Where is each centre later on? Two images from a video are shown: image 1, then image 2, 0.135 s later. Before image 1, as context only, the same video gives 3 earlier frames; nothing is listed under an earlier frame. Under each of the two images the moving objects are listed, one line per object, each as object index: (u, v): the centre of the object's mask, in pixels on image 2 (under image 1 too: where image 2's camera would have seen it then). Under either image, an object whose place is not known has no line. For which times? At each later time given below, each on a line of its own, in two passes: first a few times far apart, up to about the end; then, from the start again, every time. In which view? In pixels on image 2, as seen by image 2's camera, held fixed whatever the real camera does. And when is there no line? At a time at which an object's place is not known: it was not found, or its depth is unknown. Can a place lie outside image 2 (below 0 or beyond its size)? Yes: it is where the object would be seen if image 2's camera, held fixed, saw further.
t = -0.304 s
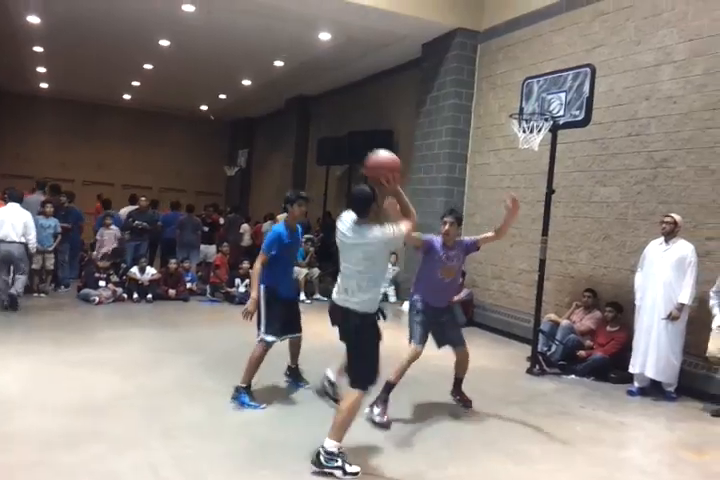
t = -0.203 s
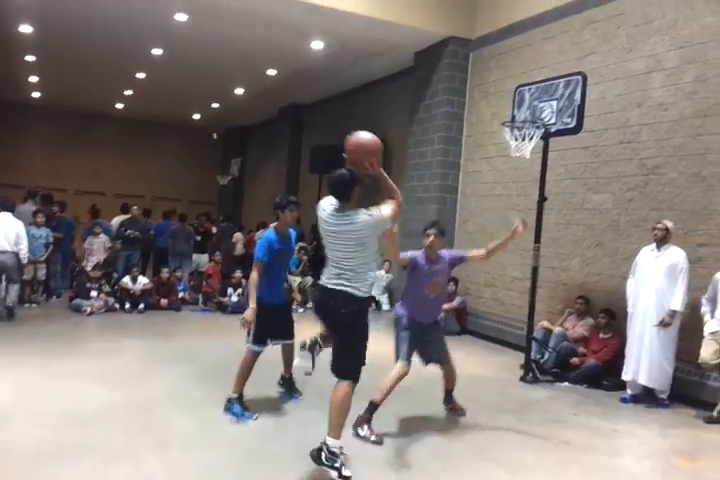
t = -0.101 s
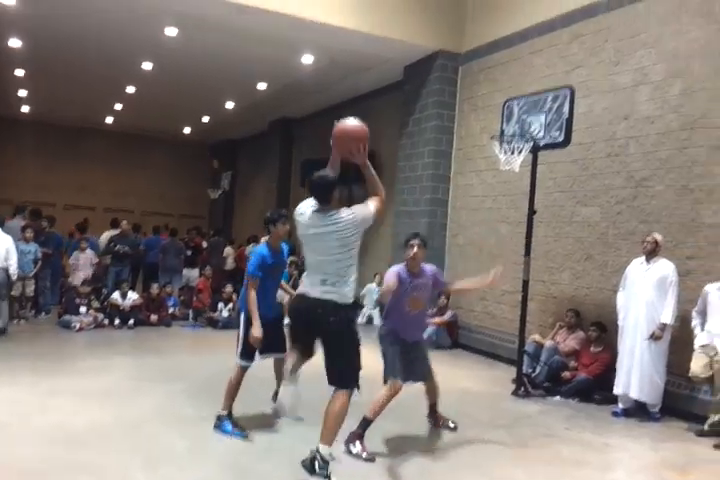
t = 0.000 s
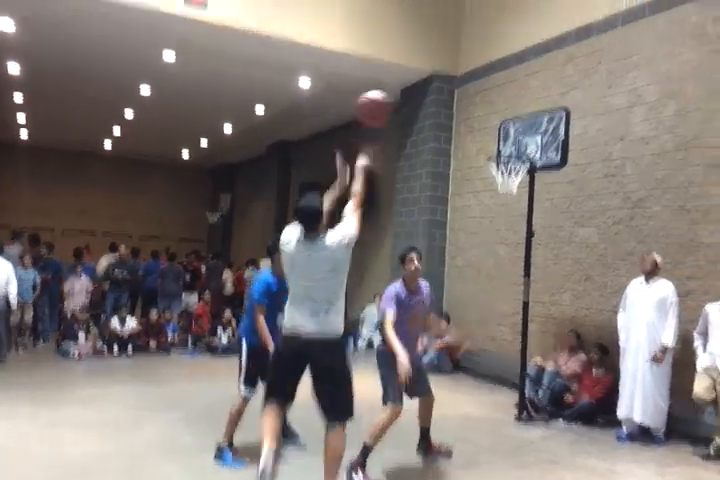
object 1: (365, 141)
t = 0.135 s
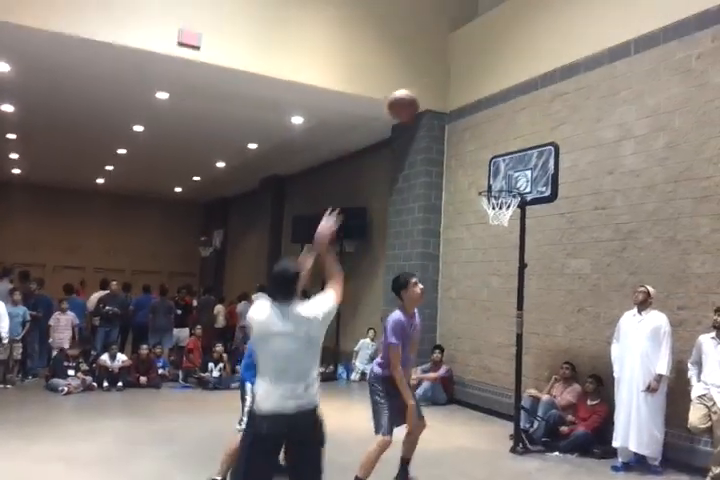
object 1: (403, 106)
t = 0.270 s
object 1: (432, 94)
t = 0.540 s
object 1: (472, 125)
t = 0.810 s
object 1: (503, 200)
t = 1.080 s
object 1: (500, 217)
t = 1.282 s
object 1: (481, 257)
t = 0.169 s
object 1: (410, 100)
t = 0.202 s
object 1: (417, 96)
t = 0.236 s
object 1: (425, 95)
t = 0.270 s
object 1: (432, 94)
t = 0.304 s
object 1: (438, 94)
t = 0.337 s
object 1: (443, 95)
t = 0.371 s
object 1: (449, 98)
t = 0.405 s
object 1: (454, 100)
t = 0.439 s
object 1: (459, 104)
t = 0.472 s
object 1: (464, 111)
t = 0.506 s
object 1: (468, 117)
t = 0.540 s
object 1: (472, 125)
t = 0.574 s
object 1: (476, 133)
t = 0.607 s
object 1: (480, 142)
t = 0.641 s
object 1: (484, 152)
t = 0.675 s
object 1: (487, 162)
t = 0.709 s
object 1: (490, 173)
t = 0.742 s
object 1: (493, 184)
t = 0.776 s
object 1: (496, 197)
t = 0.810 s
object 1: (503, 200)
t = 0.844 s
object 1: (509, 203)
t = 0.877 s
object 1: (511, 207)
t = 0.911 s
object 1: (512, 208)
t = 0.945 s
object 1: (511, 209)
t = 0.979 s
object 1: (509, 208)
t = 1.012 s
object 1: (506, 211)
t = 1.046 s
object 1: (503, 214)
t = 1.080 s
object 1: (500, 217)
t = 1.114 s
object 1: (497, 221)
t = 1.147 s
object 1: (493, 225)
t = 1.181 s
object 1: (491, 231)
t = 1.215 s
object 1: (487, 239)
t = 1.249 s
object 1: (485, 247)
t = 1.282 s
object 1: (481, 257)
